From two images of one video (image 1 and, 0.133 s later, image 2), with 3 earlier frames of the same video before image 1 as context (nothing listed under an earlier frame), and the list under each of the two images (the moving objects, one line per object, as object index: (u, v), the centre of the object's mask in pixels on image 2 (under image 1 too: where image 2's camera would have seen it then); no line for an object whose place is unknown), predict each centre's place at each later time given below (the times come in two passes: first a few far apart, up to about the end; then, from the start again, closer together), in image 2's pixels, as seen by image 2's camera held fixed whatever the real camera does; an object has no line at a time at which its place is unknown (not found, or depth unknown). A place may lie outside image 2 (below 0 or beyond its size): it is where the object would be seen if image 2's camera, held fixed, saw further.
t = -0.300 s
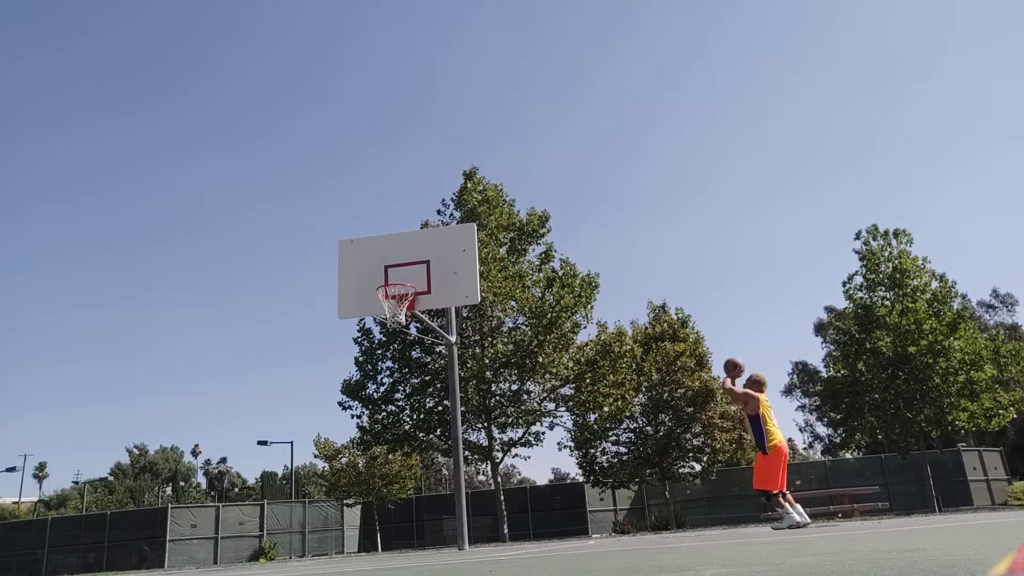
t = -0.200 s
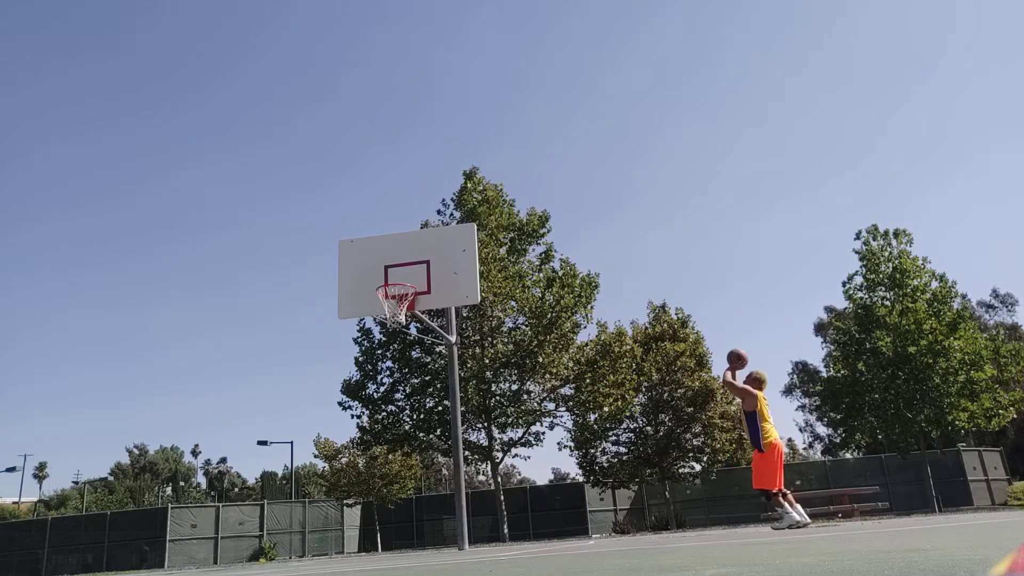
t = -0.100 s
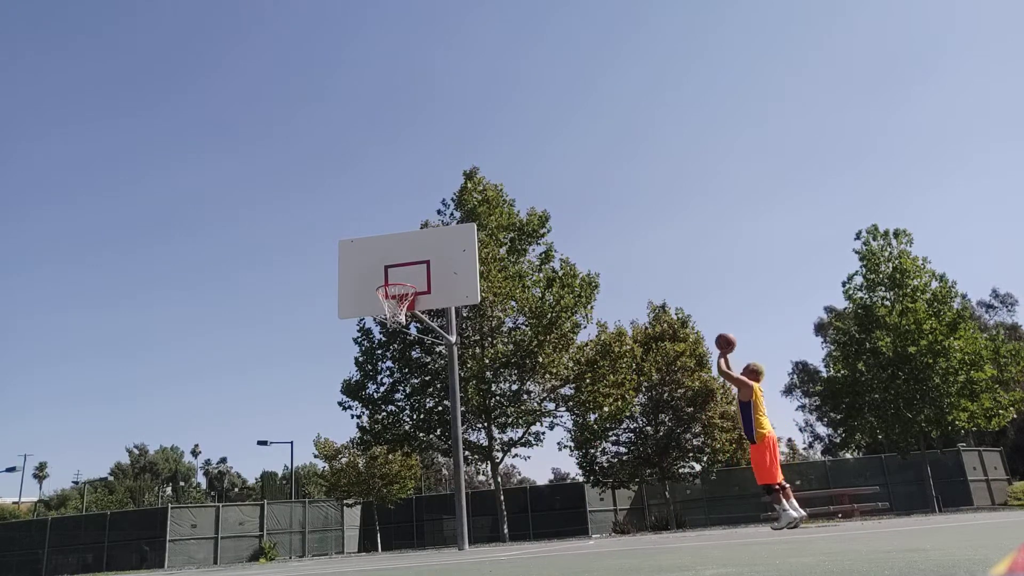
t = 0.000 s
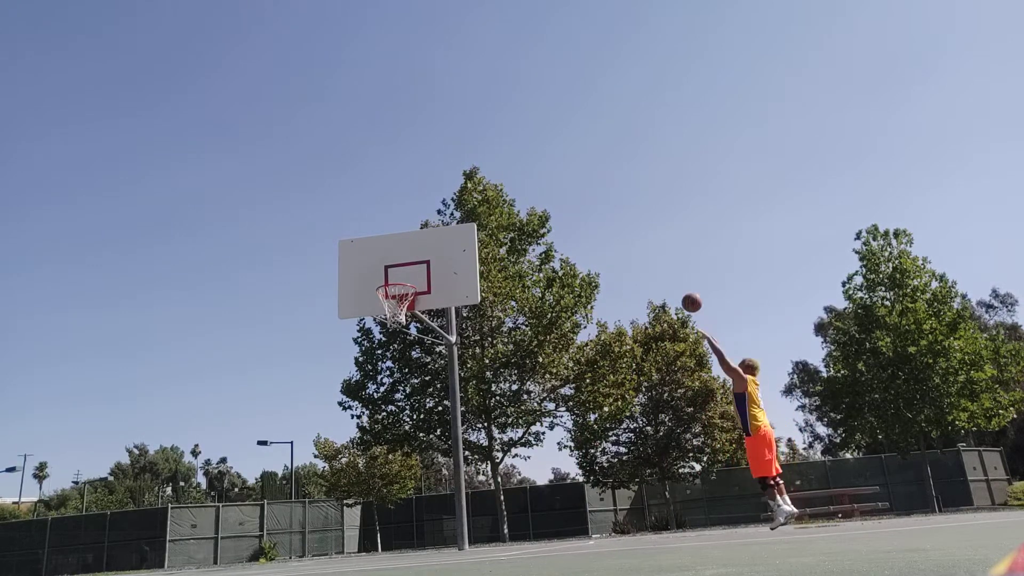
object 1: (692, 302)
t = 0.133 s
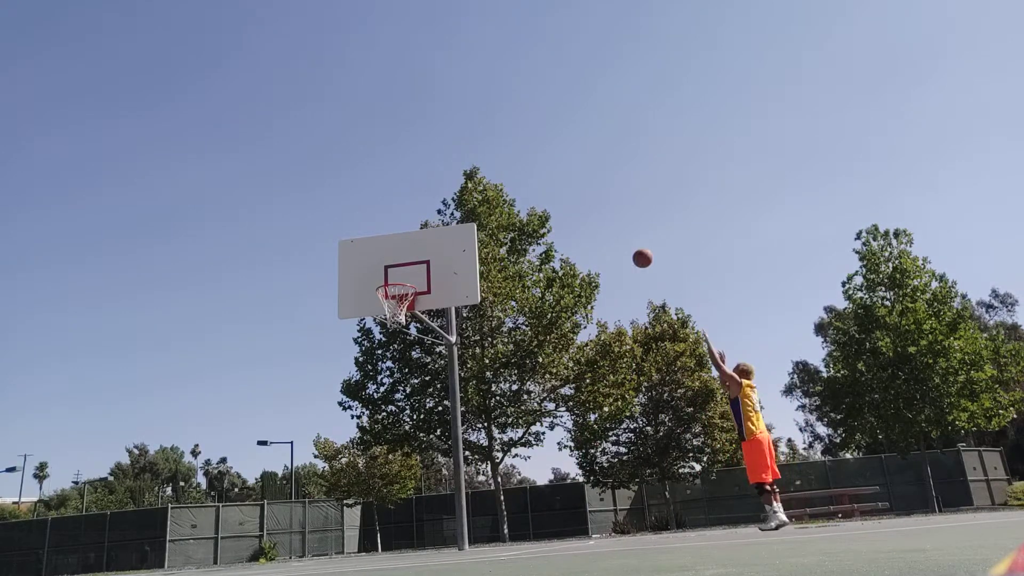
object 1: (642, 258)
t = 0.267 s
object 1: (597, 229)
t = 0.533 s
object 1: (514, 209)
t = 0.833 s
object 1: (428, 249)
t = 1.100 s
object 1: (388, 316)
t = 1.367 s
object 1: (414, 328)
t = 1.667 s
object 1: (448, 412)
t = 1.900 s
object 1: (478, 536)
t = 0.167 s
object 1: (631, 249)
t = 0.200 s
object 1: (620, 241)
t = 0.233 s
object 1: (608, 234)
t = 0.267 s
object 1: (597, 229)
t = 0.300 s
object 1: (586, 223)
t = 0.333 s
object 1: (576, 219)
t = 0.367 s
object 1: (565, 216)
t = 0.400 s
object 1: (555, 213)
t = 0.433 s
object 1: (545, 211)
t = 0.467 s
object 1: (535, 209)
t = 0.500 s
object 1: (525, 209)
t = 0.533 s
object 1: (514, 209)
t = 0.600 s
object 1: (495, 212)
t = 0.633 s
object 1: (486, 216)
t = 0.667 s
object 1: (476, 219)
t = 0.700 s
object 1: (466, 223)
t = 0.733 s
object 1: (456, 228)
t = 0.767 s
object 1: (447, 235)
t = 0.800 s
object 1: (437, 242)
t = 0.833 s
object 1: (428, 249)
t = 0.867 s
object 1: (419, 258)
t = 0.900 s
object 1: (409, 267)
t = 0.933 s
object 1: (399, 278)
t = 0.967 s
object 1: (391, 289)
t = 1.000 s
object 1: (387, 298)
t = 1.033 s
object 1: (386, 308)
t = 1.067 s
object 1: (386, 315)
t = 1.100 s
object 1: (388, 316)
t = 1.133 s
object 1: (391, 314)
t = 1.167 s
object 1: (394, 314)
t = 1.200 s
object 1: (397, 315)
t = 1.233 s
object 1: (400, 317)
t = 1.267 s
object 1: (403, 319)
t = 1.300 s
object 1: (408, 321)
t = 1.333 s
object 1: (411, 324)
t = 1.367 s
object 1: (414, 328)
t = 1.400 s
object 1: (418, 334)
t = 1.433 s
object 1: (421, 341)
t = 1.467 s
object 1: (425, 348)
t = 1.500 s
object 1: (429, 356)
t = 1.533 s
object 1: (433, 365)
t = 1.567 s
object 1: (436, 374)
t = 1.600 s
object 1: (440, 386)
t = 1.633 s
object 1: (444, 399)
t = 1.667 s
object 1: (448, 412)
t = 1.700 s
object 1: (452, 426)
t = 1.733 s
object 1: (456, 442)
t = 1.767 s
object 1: (460, 458)
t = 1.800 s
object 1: (466, 475)
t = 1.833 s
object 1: (469, 494)
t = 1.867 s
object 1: (473, 515)
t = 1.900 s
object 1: (478, 536)
